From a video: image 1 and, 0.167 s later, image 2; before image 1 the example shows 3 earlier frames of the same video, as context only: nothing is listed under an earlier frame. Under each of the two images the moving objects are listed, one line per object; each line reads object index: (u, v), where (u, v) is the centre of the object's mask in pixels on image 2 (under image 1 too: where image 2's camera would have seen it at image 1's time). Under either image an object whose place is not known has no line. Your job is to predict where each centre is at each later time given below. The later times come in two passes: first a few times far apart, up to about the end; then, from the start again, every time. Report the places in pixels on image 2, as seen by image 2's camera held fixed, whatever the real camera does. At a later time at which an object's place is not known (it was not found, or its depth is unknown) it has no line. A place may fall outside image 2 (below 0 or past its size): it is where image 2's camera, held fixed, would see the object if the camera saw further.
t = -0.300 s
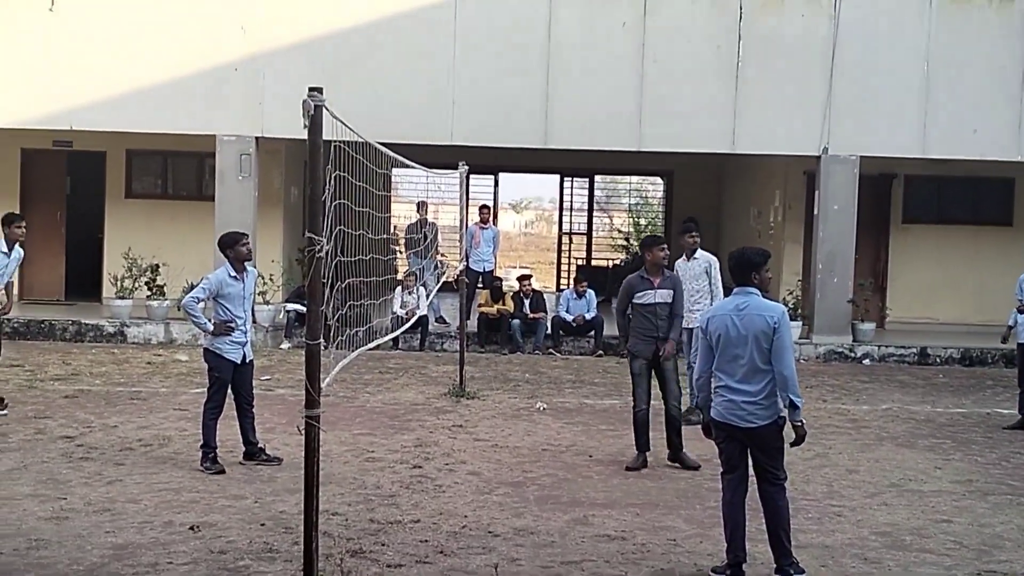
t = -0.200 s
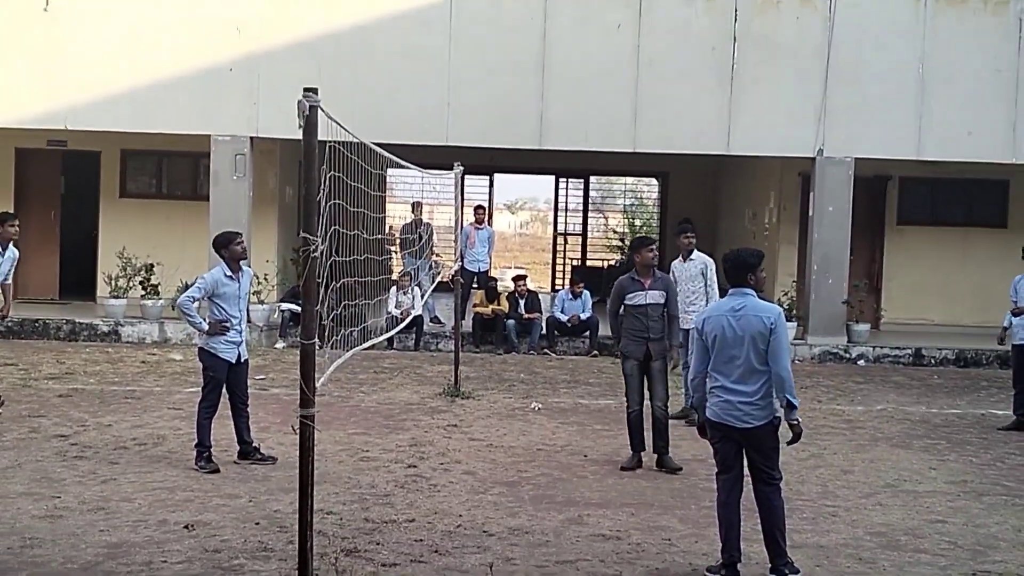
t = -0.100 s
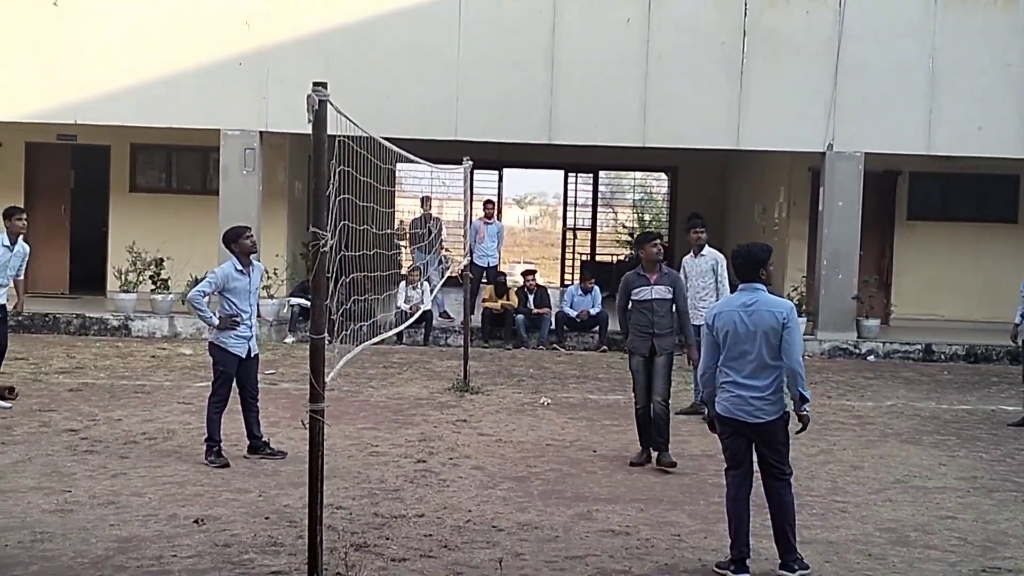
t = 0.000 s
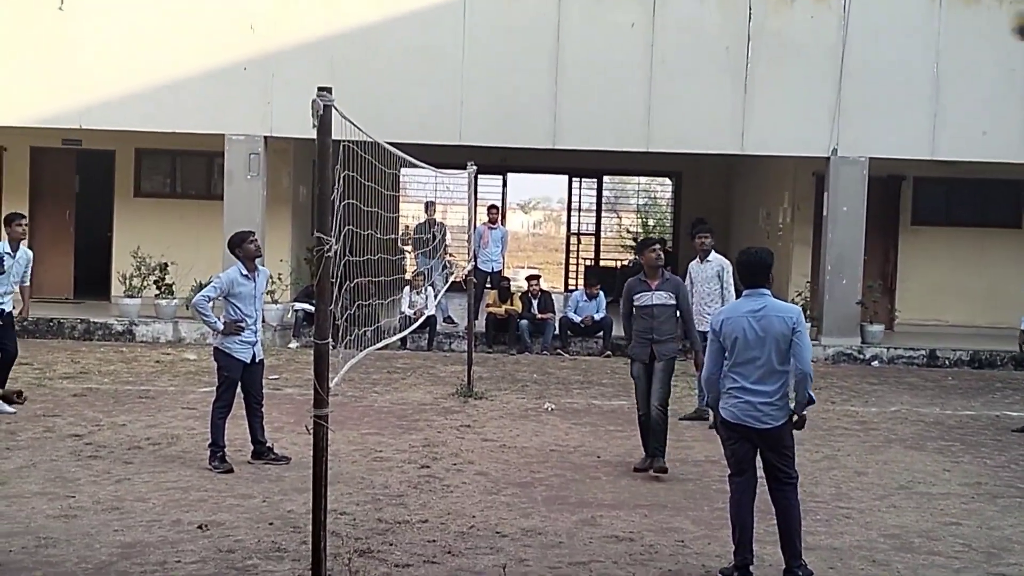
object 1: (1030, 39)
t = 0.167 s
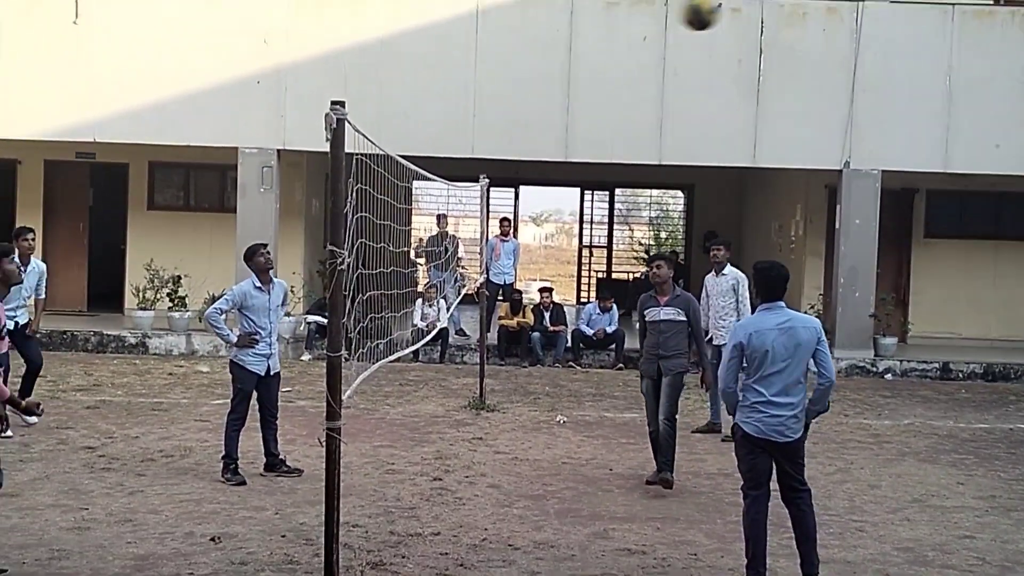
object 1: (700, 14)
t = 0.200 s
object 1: (636, 15)
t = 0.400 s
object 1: (278, 62)
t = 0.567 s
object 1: (8, 145)
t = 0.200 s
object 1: (636, 15)
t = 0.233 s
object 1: (572, 20)
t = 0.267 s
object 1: (510, 25)
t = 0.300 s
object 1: (451, 32)
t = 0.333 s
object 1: (392, 41)
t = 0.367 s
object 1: (334, 51)
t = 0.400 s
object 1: (278, 62)
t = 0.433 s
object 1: (221, 76)
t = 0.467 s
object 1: (167, 91)
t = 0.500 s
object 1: (112, 108)
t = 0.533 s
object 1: (59, 126)
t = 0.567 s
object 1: (8, 145)
